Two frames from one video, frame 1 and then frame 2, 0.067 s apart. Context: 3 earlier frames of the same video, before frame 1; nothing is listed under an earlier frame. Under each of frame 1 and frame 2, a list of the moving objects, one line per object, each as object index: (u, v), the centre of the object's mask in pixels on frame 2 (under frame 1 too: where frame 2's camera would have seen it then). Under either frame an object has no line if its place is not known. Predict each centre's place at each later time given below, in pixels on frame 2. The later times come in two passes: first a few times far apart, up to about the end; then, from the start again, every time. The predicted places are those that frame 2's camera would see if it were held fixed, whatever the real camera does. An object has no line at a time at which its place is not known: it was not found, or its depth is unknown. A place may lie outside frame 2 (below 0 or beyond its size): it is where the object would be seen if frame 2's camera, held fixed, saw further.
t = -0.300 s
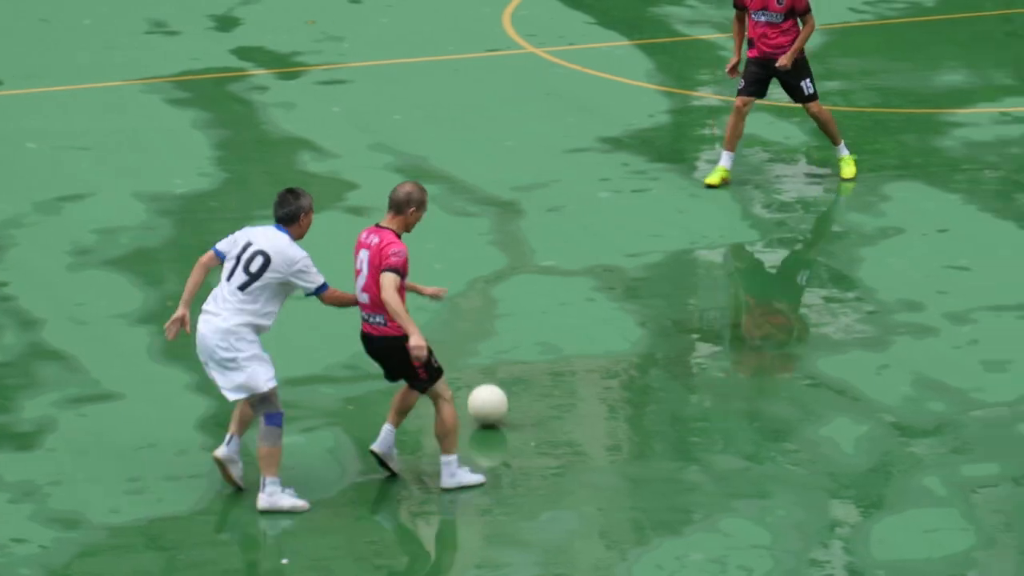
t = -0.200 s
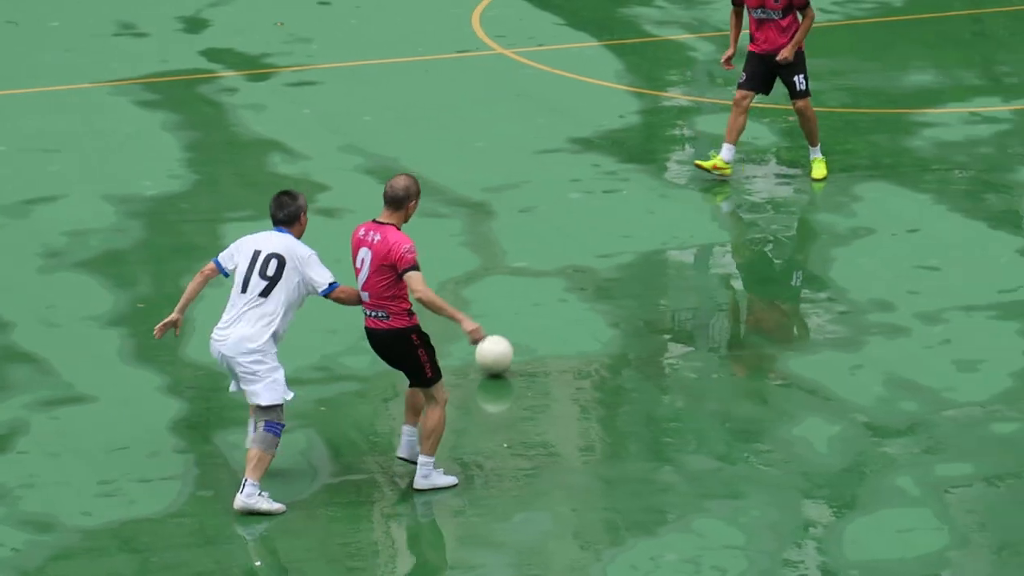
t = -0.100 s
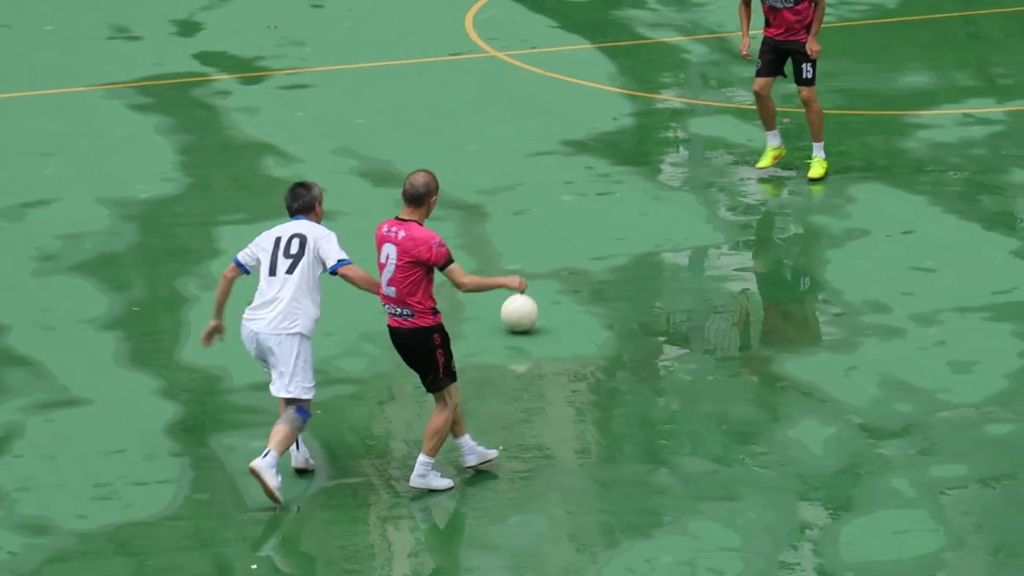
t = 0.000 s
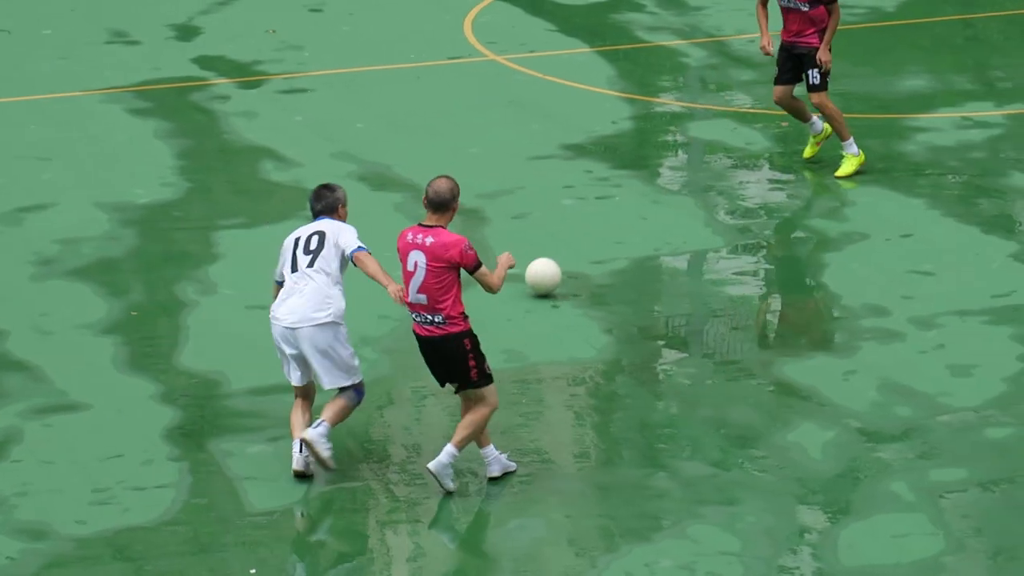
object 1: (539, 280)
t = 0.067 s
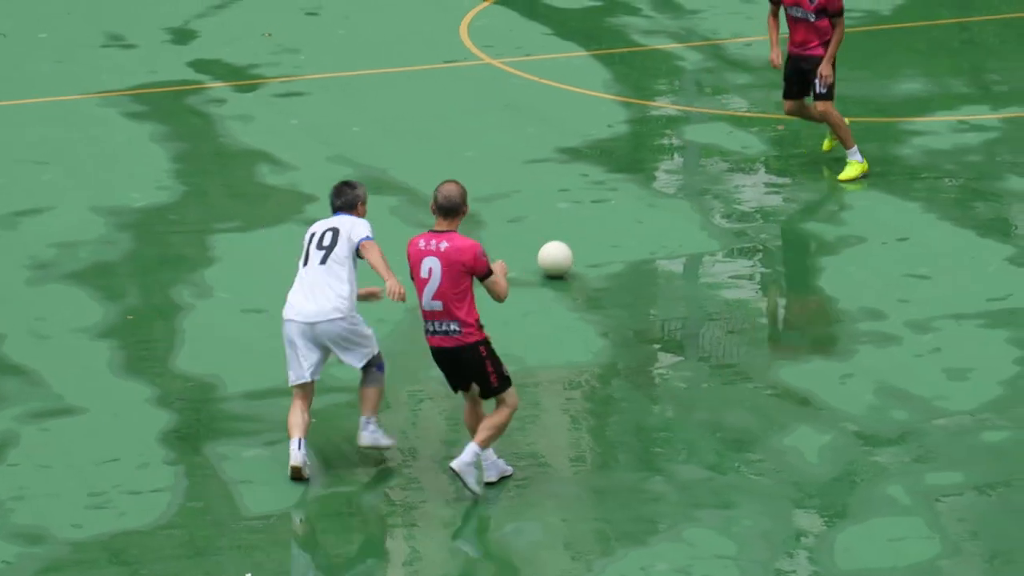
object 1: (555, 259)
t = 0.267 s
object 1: (595, 193)
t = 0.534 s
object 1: (638, 129)
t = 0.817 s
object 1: (678, 75)
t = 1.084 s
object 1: (710, 33)
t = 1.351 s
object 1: (737, -6)
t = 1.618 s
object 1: (762, -44)
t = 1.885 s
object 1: (785, -76)
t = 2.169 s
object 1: (808, -108)
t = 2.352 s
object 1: (822, -128)
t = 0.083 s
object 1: (559, 252)
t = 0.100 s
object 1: (563, 246)
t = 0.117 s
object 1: (566, 240)
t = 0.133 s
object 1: (569, 234)
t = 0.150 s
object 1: (573, 229)
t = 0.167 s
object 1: (576, 225)
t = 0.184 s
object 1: (580, 219)
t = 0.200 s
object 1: (583, 213)
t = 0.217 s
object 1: (586, 207)
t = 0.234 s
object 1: (589, 202)
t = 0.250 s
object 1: (592, 197)
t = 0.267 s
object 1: (595, 193)
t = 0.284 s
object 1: (598, 189)
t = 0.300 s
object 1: (601, 185)
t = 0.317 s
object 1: (604, 182)
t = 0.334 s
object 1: (607, 176)
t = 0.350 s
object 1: (610, 171)
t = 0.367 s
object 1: (613, 167)
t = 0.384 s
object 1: (615, 163)
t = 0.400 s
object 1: (618, 159)
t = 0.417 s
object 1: (621, 155)
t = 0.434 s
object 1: (624, 151)
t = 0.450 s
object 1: (626, 149)
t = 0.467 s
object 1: (629, 147)
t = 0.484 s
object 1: (631, 142)
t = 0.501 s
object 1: (634, 138)
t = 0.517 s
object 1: (636, 133)
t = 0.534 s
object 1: (638, 129)
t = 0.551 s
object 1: (641, 126)
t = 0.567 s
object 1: (643, 122)
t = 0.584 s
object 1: (646, 119)
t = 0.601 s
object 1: (648, 117)
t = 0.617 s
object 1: (650, 116)
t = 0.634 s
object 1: (653, 113)
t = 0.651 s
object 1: (655, 108)
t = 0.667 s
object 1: (659, 104)
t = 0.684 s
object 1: (660, 100)
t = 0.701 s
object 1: (662, 97)
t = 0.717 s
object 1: (664, 94)
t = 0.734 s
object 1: (667, 92)
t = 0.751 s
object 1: (669, 91)
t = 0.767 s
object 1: (671, 88)
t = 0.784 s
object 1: (673, 83)
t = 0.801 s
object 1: (675, 78)
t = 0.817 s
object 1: (678, 75)
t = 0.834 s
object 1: (680, 72)
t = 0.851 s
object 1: (682, 69)
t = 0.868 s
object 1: (684, 67)
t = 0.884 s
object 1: (686, 64)
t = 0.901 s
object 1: (688, 63)
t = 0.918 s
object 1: (690, 62)
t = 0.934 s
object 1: (692, 58)
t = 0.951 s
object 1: (694, 54)
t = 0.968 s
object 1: (696, 51)
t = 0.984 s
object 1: (698, 48)
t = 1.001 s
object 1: (700, 46)
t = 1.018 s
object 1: (702, 44)
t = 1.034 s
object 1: (704, 42)
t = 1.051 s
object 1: (706, 40)
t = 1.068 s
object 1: (708, 37)
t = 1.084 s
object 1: (710, 33)
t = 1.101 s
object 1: (711, 29)
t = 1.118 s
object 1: (713, 26)
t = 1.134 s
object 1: (715, 23)
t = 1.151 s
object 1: (716, 21)
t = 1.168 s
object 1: (718, 19)
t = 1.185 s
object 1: (720, 18)
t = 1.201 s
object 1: (722, 17)
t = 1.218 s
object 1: (724, 15)
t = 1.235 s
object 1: (725, 10)
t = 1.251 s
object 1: (727, 7)
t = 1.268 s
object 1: (729, 3)
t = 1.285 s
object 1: (731, 0)
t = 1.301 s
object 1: (733, -2)
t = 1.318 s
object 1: (734, -4)
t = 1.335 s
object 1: (736, -5)
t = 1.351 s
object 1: (737, -6)
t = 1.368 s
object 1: (739, -7)
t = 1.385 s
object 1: (740, -11)
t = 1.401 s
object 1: (742, -14)
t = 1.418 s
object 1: (744, -16)
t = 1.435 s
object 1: (746, -18)
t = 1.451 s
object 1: (747, -20)
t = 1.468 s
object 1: (748, -22)
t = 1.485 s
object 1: (750, -24)
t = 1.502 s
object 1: (752, -27)
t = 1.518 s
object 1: (753, -30)
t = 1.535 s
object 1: (754, -32)
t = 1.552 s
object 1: (756, -34)
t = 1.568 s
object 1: (758, -35)
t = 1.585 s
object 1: (759, -38)
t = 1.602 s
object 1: (761, -41)
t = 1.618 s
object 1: (762, -44)
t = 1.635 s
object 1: (763, -46)
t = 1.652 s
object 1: (765, -49)
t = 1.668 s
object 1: (766, -51)
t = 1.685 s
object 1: (768, -52)
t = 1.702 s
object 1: (769, -53)
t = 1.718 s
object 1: (771, -55)
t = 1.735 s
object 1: (772, -58)
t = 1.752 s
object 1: (773, -61)
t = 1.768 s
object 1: (775, -64)
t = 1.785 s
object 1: (776, -67)
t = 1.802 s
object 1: (778, -69)
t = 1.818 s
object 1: (779, -70)
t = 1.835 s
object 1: (781, -71)
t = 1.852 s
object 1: (782, -72)
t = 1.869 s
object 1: (784, -73)
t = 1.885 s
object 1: (785, -76)
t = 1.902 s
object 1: (787, -79)
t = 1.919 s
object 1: (788, -83)
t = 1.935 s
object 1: (789, -84)
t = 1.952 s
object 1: (791, -86)
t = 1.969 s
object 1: (792, -86)
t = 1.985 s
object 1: (793, -87)
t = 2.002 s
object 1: (795, -89)
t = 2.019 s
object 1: (796, -92)
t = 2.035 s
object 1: (797, -94)
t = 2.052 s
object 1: (799, -96)
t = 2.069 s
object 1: (801, -98)
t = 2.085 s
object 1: (801, -98)
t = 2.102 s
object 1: (803, -100)
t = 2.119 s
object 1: (804, -103)
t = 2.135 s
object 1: (806, -105)
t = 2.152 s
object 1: (807, -107)
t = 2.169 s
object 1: (808, -108)
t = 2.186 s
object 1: (809, -110)
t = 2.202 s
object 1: (811, -111)
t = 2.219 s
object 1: (812, -114)
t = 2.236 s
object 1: (813, -116)
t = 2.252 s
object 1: (814, -118)
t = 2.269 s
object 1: (816, -120)
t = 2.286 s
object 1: (817, -122)
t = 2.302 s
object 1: (818, -123)
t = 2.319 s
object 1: (819, -125)
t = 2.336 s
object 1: (820, -125)
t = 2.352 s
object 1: (822, -128)
